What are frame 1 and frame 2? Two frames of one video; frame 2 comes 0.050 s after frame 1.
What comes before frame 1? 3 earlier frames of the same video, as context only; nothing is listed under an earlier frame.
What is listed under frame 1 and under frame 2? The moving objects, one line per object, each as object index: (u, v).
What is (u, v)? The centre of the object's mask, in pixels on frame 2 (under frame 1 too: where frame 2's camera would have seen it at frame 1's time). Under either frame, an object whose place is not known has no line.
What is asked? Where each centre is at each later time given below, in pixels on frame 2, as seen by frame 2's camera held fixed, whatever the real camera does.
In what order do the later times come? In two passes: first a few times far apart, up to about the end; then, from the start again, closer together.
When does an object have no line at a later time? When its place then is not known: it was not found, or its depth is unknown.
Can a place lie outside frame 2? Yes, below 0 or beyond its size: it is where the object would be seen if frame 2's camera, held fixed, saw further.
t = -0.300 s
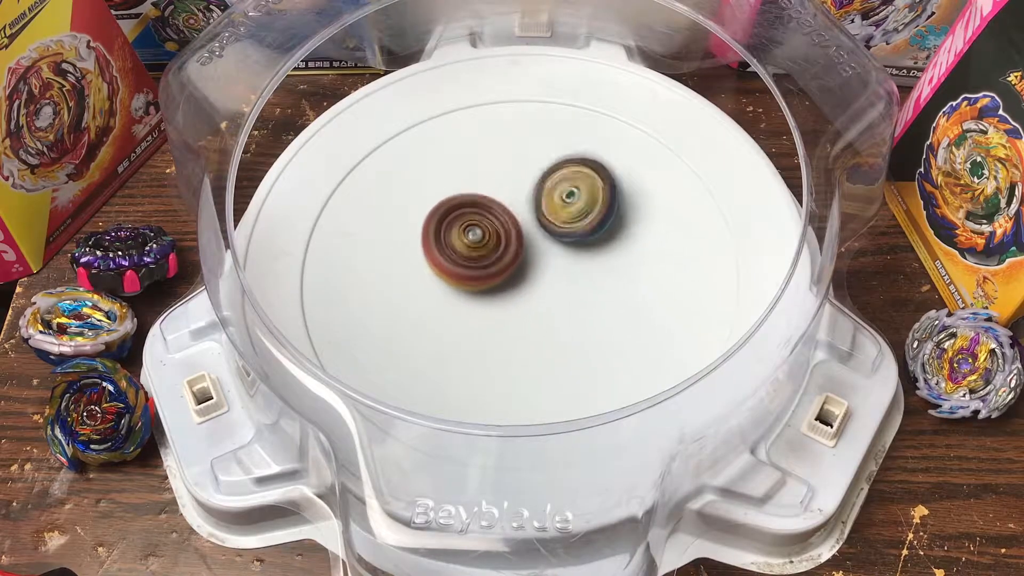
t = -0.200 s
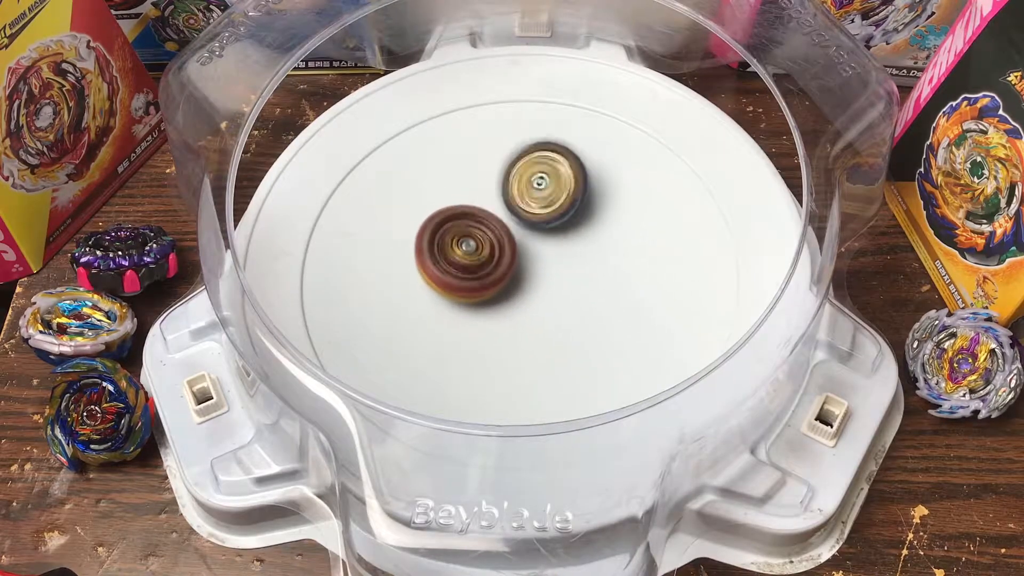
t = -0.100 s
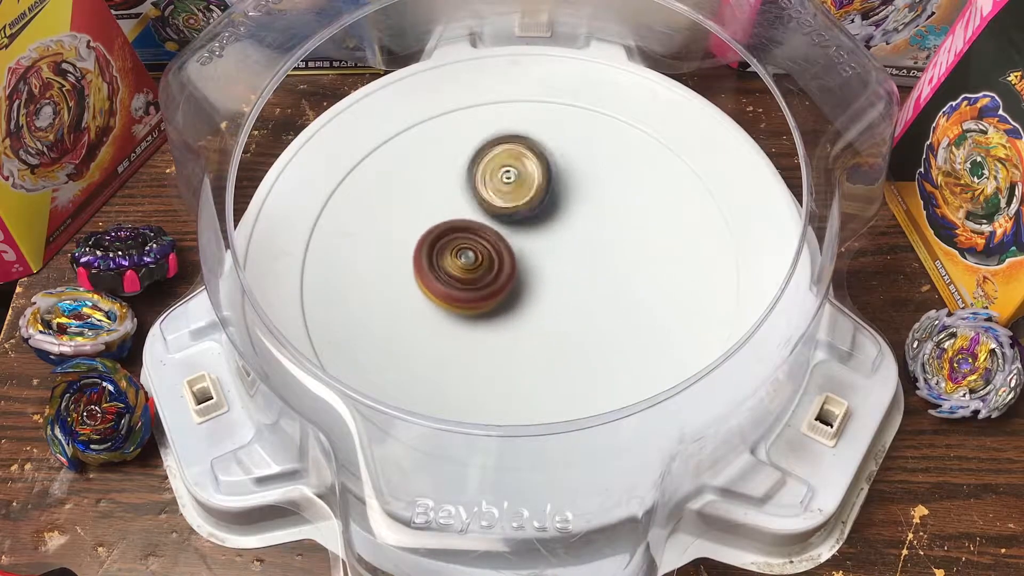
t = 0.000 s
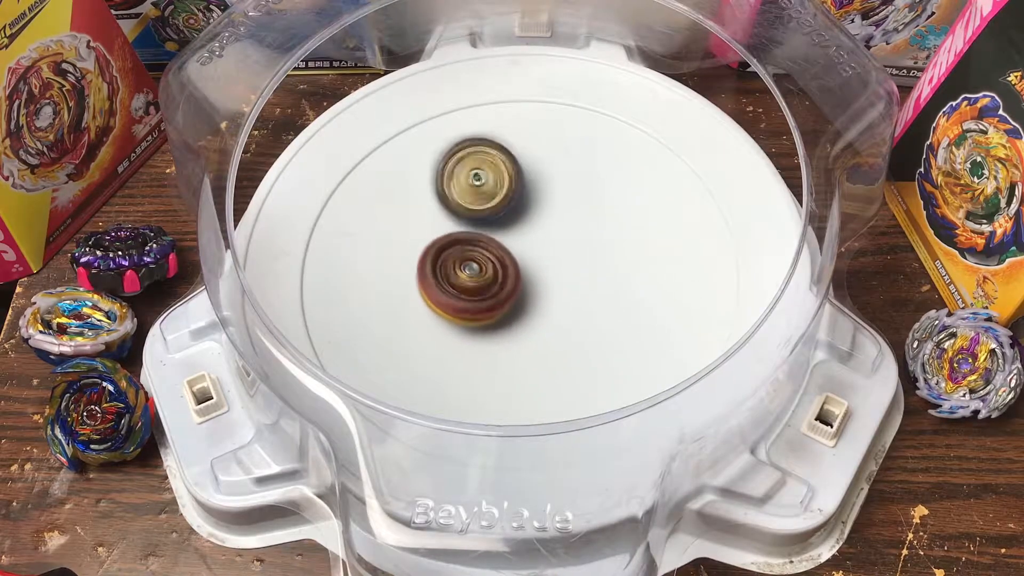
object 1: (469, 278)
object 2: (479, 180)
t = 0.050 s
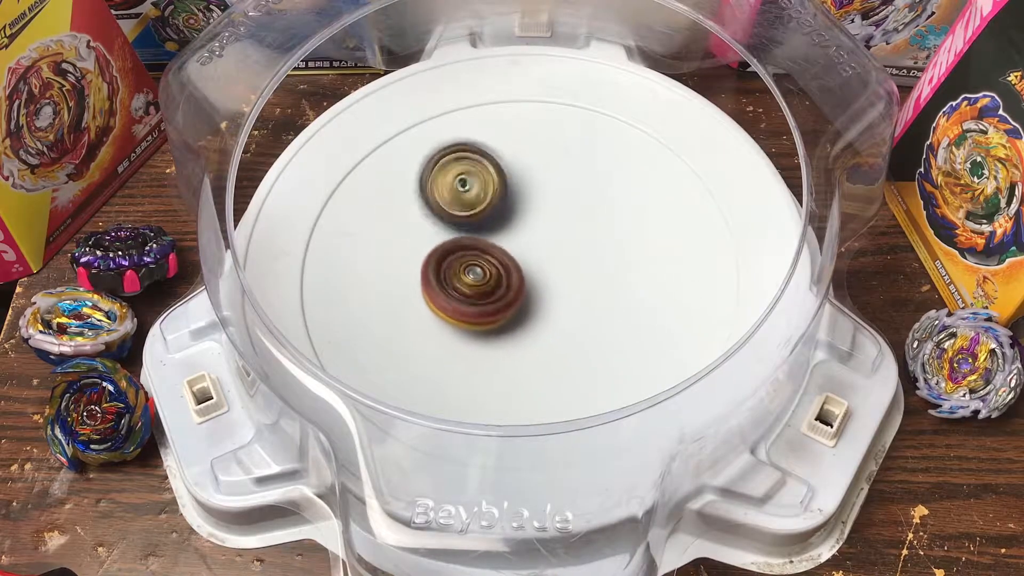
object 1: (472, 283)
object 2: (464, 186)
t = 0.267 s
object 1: (500, 300)
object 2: (421, 238)
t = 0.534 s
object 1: (543, 295)
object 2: (438, 320)
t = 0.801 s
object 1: (567, 266)
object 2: (532, 349)
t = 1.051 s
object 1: (550, 231)
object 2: (613, 312)
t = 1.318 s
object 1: (491, 192)
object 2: (624, 235)
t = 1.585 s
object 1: (435, 215)
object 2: (566, 181)
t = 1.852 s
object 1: (390, 280)
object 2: (527, 214)
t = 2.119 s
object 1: (432, 342)
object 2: (510, 286)
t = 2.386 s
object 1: (532, 349)
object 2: (572, 255)
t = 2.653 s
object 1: (594, 282)
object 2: (563, 201)
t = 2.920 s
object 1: (608, 231)
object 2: (448, 198)
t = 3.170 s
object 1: (542, 213)
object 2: (417, 261)
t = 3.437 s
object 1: (484, 227)
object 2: (457, 347)
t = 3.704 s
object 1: (472, 274)
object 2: (478, 361)
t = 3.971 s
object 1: (487, 269)
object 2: (526, 356)
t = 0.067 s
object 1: (474, 285)
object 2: (458, 188)
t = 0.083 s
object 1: (476, 287)
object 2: (453, 191)
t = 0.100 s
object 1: (477, 289)
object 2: (450, 194)
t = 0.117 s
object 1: (479, 290)
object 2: (446, 197)
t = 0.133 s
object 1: (481, 292)
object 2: (442, 201)
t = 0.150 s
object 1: (484, 293)
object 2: (438, 205)
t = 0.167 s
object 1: (485, 294)
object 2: (436, 210)
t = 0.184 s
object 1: (488, 296)
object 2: (432, 214)
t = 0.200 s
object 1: (490, 297)
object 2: (429, 218)
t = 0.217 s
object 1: (493, 298)
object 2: (427, 222)
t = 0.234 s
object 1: (495, 299)
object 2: (424, 227)
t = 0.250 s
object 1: (497, 299)
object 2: (422, 232)
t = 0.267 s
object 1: (500, 300)
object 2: (421, 238)
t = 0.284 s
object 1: (503, 301)
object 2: (419, 242)
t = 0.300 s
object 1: (506, 302)
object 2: (417, 247)
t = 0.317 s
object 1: (509, 302)
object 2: (416, 253)
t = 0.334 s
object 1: (511, 302)
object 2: (416, 256)
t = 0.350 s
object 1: (514, 302)
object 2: (416, 263)
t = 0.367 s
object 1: (517, 302)
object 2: (416, 269)
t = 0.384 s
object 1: (520, 302)
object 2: (417, 274)
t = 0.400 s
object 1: (523, 301)
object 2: (418, 280)
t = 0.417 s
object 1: (525, 301)
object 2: (419, 286)
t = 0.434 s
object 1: (528, 301)
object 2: (419, 289)
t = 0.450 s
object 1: (531, 300)
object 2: (421, 294)
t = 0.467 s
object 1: (533, 299)
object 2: (423, 299)
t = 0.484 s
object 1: (536, 298)
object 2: (426, 304)
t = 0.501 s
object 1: (538, 298)
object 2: (430, 309)
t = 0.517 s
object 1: (541, 296)
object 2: (433, 314)
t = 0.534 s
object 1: (543, 295)
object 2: (438, 320)
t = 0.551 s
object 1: (546, 294)
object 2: (442, 323)
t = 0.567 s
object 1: (548, 292)
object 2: (445, 325)
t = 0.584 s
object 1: (550, 291)
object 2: (449, 330)
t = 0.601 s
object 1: (552, 289)
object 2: (455, 333)
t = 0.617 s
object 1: (554, 288)
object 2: (462, 337)
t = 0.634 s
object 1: (556, 286)
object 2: (467, 339)
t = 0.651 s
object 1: (558, 284)
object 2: (473, 343)
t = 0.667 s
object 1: (559, 282)
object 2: (480, 344)
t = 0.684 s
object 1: (561, 281)
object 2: (486, 346)
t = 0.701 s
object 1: (562, 279)
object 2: (492, 347)
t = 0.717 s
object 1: (563, 277)
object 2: (500, 349)
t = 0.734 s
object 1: (564, 275)
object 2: (507, 349)
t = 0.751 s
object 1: (565, 273)
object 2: (512, 349)
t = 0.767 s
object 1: (566, 271)
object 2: (519, 349)
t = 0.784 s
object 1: (567, 268)
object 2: (525, 348)
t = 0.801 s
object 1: (567, 266)
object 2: (532, 349)
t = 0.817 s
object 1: (567, 263)
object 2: (539, 349)
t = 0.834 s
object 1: (567, 261)
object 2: (546, 349)
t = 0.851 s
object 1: (567, 258)
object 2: (551, 348)
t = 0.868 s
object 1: (567, 256)
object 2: (557, 346)
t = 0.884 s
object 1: (567, 254)
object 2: (563, 344)
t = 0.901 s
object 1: (567, 252)
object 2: (568, 342)
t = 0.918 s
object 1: (566, 249)
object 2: (573, 339)
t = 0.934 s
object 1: (565, 247)
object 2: (578, 336)
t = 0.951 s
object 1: (565, 245)
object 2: (581, 333)
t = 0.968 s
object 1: (564, 243)
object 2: (586, 328)
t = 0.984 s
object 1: (563, 240)
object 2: (590, 324)
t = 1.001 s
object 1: (561, 239)
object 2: (594, 320)
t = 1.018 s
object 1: (559, 237)
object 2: (600, 316)
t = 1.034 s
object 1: (554, 234)
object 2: (607, 314)
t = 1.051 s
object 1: (550, 231)
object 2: (613, 312)
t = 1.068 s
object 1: (545, 227)
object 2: (619, 308)
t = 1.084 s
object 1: (542, 224)
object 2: (623, 305)
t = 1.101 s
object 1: (538, 220)
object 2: (626, 302)
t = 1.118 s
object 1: (534, 217)
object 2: (629, 297)
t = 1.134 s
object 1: (530, 215)
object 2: (631, 292)
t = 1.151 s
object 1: (527, 211)
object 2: (632, 287)
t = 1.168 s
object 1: (523, 209)
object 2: (633, 282)
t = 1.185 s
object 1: (519, 206)
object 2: (634, 277)
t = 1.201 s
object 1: (515, 203)
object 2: (635, 272)
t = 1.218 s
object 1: (511, 201)
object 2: (634, 267)
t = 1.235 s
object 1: (508, 199)
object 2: (634, 261)
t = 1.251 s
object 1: (504, 197)
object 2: (632, 255)
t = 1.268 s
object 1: (501, 196)
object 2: (630, 251)
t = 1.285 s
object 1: (497, 194)
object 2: (628, 245)
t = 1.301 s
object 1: (494, 193)
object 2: (627, 240)
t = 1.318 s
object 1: (491, 192)
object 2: (624, 235)
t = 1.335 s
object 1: (487, 191)
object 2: (620, 230)
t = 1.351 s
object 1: (484, 191)
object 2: (617, 226)
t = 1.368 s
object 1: (481, 191)
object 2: (613, 221)
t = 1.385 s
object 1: (479, 191)
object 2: (609, 217)
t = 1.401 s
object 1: (477, 191)
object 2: (603, 214)
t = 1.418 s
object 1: (474, 191)
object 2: (597, 210)
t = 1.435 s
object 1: (473, 192)
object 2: (595, 207)
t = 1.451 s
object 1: (470, 192)
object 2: (589, 203)
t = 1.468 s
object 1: (468, 193)
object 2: (582, 201)
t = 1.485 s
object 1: (467, 194)
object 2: (576, 199)
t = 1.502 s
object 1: (465, 196)
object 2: (573, 197)
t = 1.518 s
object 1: (463, 197)
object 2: (566, 195)
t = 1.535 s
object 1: (461, 200)
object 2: (560, 192)
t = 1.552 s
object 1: (451, 206)
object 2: (562, 188)
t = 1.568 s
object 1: (441, 211)
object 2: (564, 184)
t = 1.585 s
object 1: (435, 215)
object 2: (566, 181)
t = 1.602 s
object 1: (431, 219)
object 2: (566, 179)
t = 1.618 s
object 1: (427, 223)
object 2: (565, 179)
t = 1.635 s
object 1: (422, 227)
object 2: (565, 180)
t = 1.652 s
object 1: (418, 231)
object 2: (563, 180)
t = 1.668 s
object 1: (414, 235)
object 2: (562, 182)
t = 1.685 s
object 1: (410, 239)
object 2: (559, 184)
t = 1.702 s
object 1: (406, 242)
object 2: (556, 185)
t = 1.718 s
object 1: (403, 247)
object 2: (552, 188)
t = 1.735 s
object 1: (399, 251)
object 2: (549, 191)
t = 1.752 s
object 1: (396, 256)
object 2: (546, 194)
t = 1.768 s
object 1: (395, 260)
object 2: (541, 199)
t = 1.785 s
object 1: (393, 265)
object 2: (537, 202)
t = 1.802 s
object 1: (391, 270)
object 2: (533, 206)
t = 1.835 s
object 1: (390, 274)
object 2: (529, 210)
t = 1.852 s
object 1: (390, 280)
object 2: (527, 214)
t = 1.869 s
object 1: (389, 284)
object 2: (522, 219)
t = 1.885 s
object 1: (389, 289)
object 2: (520, 223)
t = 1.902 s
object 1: (390, 293)
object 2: (517, 228)
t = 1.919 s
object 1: (390, 298)
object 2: (514, 232)
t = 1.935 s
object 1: (391, 303)
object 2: (513, 237)
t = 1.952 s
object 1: (394, 307)
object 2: (510, 242)
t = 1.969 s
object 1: (395, 311)
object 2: (509, 245)
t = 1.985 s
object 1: (399, 315)
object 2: (507, 251)
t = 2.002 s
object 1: (402, 319)
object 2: (506, 254)
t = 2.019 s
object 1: (404, 323)
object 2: (506, 259)
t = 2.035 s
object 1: (408, 327)
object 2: (505, 263)
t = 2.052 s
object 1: (412, 330)
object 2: (506, 268)
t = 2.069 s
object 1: (416, 333)
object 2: (506, 273)
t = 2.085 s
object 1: (421, 336)
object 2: (506, 276)
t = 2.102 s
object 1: (427, 339)
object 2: (508, 282)
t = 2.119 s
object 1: (432, 342)
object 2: (510, 286)
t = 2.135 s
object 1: (437, 344)
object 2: (512, 290)
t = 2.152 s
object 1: (442, 347)
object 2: (513, 291)
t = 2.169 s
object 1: (448, 349)
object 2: (517, 292)
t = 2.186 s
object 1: (454, 351)
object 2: (521, 293)
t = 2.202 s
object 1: (461, 353)
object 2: (525, 292)
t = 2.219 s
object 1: (468, 354)
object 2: (530, 293)
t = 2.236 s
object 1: (475, 355)
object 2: (534, 291)
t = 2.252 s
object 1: (481, 355)
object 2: (539, 289)
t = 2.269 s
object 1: (488, 355)
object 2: (542, 287)
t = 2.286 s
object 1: (494, 356)
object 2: (548, 284)
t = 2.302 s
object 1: (499, 357)
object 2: (550, 280)
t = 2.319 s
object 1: (506, 356)
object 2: (556, 275)
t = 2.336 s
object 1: (514, 355)
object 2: (559, 269)
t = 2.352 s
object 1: (520, 353)
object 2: (565, 264)
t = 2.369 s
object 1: (526, 352)
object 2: (568, 261)
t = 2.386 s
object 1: (532, 349)
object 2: (572, 255)
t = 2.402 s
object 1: (537, 347)
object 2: (573, 251)
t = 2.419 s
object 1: (543, 344)
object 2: (578, 246)
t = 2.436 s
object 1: (549, 341)
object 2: (579, 244)
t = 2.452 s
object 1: (554, 337)
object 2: (582, 238)
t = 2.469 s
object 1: (559, 334)
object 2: (582, 236)
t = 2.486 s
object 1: (564, 331)
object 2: (583, 230)
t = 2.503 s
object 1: (568, 326)
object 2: (582, 227)
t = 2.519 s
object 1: (572, 322)
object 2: (583, 223)
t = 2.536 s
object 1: (576, 318)
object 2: (582, 220)
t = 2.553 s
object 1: (580, 313)
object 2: (581, 216)
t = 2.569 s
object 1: (583, 309)
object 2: (579, 213)
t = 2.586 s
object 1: (586, 303)
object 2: (577, 210)
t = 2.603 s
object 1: (589, 298)
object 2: (574, 208)
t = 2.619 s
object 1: (591, 293)
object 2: (571, 205)
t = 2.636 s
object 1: (592, 287)
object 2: (568, 204)
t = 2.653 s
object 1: (594, 282)
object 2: (563, 201)
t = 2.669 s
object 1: (596, 278)
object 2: (561, 200)
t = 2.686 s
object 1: (598, 272)
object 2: (555, 197)
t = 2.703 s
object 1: (604, 270)
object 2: (549, 198)
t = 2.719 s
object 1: (610, 269)
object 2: (540, 193)
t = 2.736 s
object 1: (615, 267)
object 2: (528, 188)
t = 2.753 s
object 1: (617, 265)
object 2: (518, 185)
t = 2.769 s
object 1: (619, 261)
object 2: (508, 182)
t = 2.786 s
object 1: (620, 258)
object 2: (498, 183)
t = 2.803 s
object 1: (619, 254)
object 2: (491, 181)
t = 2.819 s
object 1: (619, 250)
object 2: (482, 181)
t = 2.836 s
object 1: (618, 247)
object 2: (475, 183)
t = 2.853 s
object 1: (617, 243)
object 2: (469, 185)
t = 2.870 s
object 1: (615, 240)
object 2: (462, 188)
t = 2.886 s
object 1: (613, 237)
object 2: (458, 191)
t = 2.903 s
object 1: (611, 234)
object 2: (452, 194)
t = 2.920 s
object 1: (608, 231)
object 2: (448, 198)
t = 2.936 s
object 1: (605, 228)
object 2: (443, 202)
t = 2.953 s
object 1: (602, 226)
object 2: (438, 206)
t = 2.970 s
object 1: (598, 223)
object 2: (434, 211)
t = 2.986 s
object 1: (594, 221)
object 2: (430, 216)
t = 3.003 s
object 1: (590, 219)
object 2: (427, 220)
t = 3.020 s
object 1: (585, 218)
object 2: (425, 225)
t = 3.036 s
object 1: (581, 216)
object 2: (422, 228)
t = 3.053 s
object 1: (576, 215)
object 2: (420, 232)
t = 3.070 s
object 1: (572, 214)
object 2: (419, 238)
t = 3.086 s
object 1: (567, 214)
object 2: (418, 240)
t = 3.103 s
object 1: (563, 213)
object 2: (415, 243)
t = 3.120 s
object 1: (557, 212)
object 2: (415, 249)
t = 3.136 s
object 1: (552, 213)
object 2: (416, 254)
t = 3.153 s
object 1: (547, 214)
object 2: (417, 257)
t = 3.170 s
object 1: (542, 213)
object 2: (417, 261)
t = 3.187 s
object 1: (537, 214)
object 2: (419, 265)
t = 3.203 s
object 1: (533, 215)
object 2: (421, 268)
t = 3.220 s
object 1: (528, 216)
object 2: (423, 270)
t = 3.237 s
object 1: (523, 217)
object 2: (426, 273)
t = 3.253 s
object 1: (518, 219)
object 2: (429, 277)
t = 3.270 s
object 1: (514, 221)
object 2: (432, 279)
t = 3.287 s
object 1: (509, 222)
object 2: (434, 281)
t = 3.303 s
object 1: (505, 225)
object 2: (437, 284)
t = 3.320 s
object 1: (502, 224)
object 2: (438, 293)
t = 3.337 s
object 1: (501, 220)
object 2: (440, 303)
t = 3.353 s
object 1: (499, 218)
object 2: (442, 312)
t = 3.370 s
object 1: (495, 218)
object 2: (444, 320)
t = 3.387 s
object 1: (492, 219)
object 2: (446, 327)
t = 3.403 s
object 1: (489, 221)
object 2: (449, 333)
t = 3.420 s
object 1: (486, 223)
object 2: (453, 341)
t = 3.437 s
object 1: (484, 227)
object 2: (457, 347)
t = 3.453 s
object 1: (482, 229)
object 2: (461, 352)
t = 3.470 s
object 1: (479, 231)
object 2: (464, 356)
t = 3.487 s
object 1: (477, 232)
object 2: (467, 361)
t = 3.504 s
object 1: (475, 236)
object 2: (469, 364)
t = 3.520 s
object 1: (474, 239)
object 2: (471, 366)
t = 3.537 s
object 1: (473, 243)
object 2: (473, 368)
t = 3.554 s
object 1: (471, 245)
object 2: (475, 370)
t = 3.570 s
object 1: (470, 249)
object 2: (476, 371)
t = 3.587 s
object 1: (470, 252)
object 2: (477, 372)
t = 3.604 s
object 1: (469, 256)
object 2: (477, 371)
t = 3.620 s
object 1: (469, 259)
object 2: (477, 371)
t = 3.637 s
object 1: (469, 263)
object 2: (477, 369)
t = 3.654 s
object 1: (470, 266)
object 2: (476, 366)
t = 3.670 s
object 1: (471, 270)
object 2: (476, 364)
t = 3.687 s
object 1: (472, 272)
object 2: (476, 361)
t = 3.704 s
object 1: (472, 274)
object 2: (478, 361)
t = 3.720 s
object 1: (471, 273)
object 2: (483, 366)
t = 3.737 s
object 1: (470, 272)
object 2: (486, 368)
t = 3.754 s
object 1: (470, 273)
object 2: (489, 370)
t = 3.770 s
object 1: (470, 273)
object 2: (492, 370)
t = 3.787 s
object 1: (471, 275)
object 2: (493, 368)
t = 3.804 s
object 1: (472, 275)
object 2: (495, 367)
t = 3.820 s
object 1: (474, 275)
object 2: (496, 364)
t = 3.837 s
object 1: (476, 274)
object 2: (497, 362)
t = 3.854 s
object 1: (477, 275)
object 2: (499, 359)
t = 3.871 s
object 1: (478, 274)
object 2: (502, 358)
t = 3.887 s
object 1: (478, 274)
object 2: (505, 357)
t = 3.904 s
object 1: (479, 273)
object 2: (510, 358)
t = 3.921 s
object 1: (481, 272)
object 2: (513, 358)
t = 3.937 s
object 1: (484, 271)
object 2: (518, 357)
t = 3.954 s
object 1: (485, 270)
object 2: (522, 356)
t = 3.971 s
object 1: (487, 269)
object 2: (526, 356)
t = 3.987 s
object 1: (488, 267)
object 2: (530, 355)
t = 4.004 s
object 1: (489, 265)
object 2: (534, 353)
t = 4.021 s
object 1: (492, 263)
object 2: (537, 352)
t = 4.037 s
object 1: (493, 262)
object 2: (541, 350)
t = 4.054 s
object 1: (494, 261)
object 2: (544, 349)
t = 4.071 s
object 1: (495, 258)
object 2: (547, 347)
